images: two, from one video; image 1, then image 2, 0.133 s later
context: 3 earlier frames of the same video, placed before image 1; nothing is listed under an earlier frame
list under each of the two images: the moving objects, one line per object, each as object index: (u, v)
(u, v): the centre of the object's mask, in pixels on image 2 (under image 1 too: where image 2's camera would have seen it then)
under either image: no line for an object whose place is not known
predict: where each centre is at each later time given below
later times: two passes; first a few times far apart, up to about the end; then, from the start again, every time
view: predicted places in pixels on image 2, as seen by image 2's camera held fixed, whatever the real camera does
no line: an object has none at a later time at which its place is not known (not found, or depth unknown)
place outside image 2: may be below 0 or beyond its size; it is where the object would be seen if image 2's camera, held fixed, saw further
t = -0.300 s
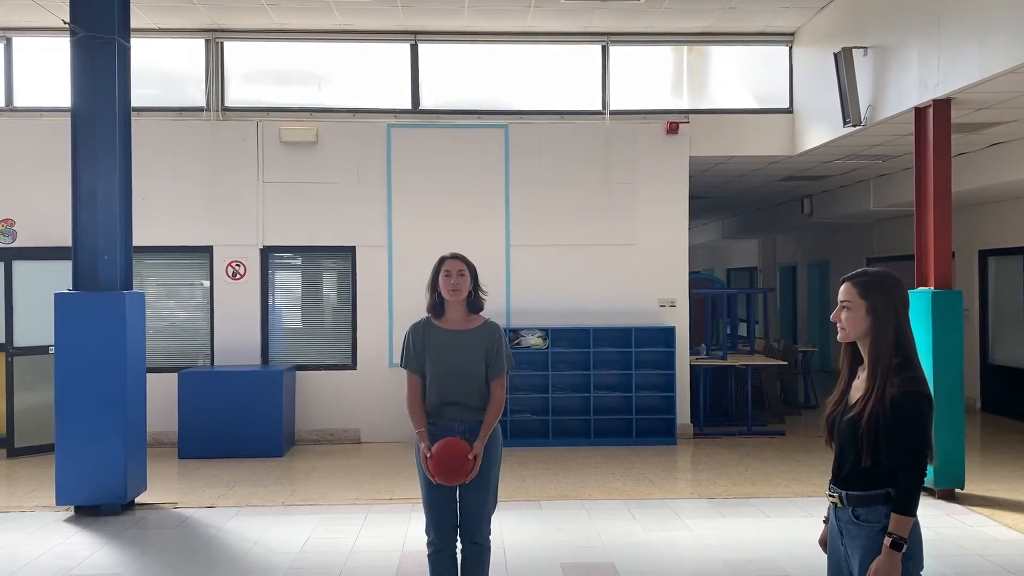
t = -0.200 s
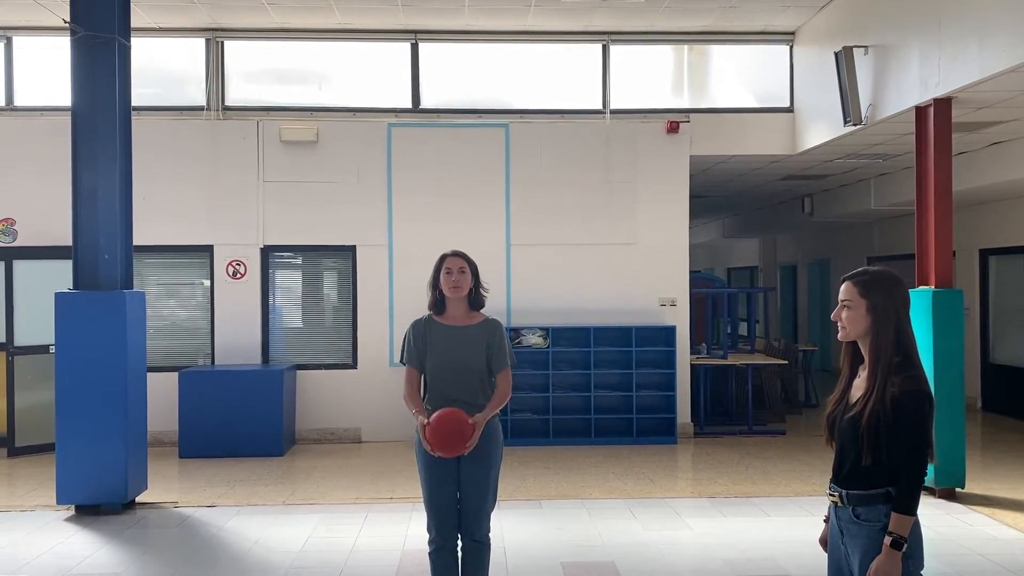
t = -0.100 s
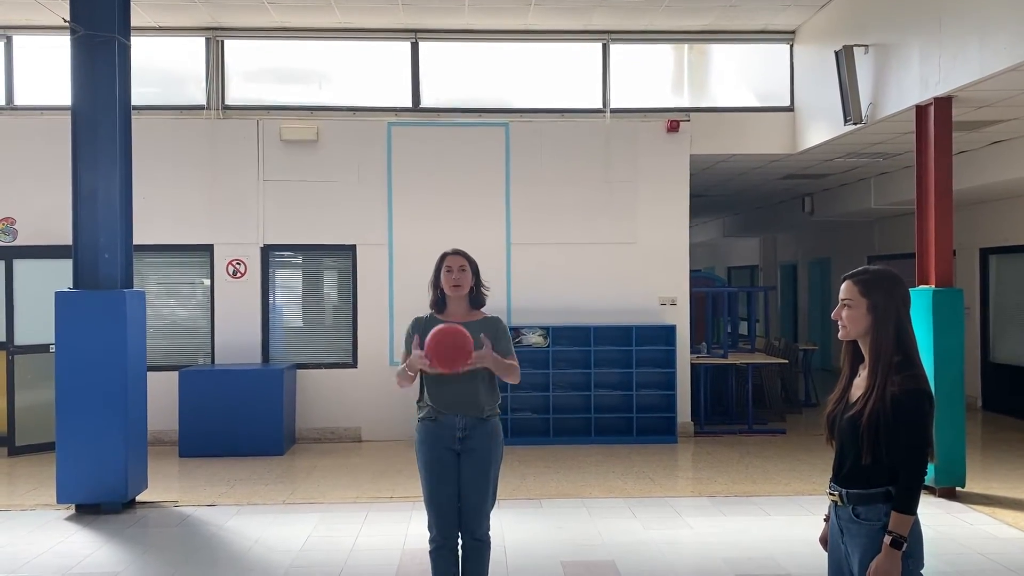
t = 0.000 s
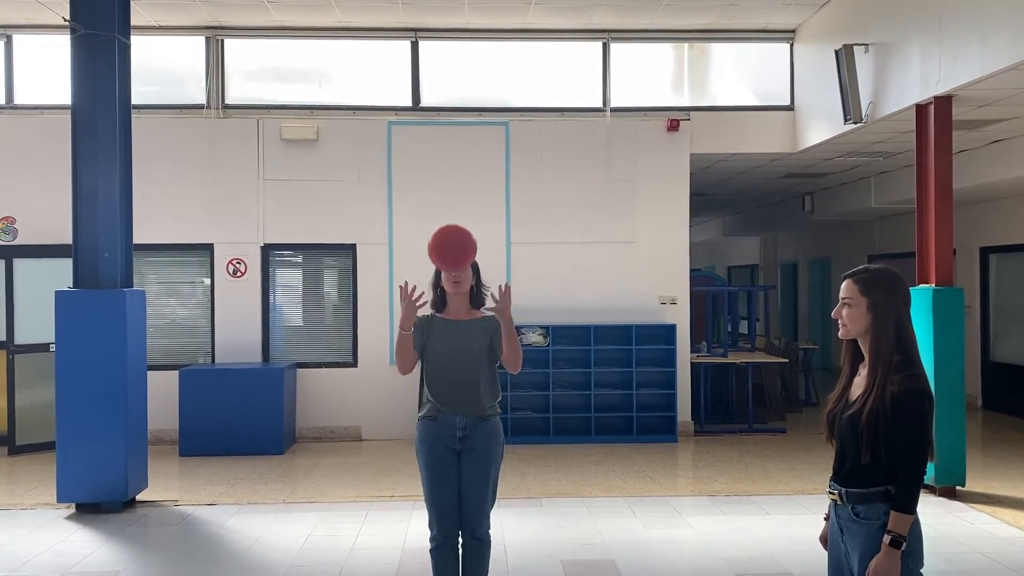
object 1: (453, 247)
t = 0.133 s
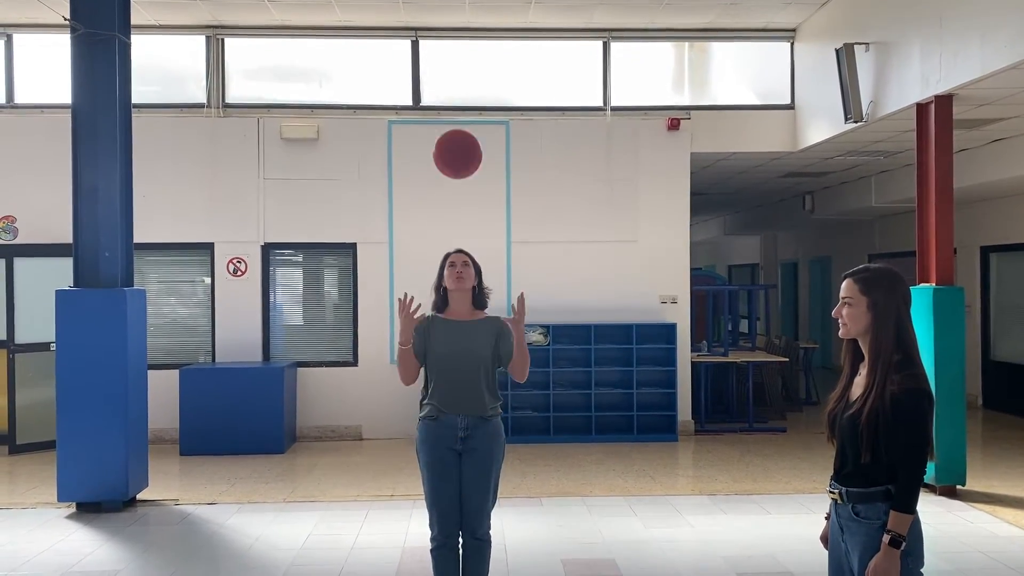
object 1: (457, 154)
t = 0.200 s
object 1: (460, 125)
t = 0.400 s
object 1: (468, 101)
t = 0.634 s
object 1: (478, 189)
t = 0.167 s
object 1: (459, 138)
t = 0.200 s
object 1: (460, 125)
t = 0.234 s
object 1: (461, 114)
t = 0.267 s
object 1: (462, 106)
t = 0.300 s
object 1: (464, 100)
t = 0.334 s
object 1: (465, 98)
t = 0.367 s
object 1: (466, 98)
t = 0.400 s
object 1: (468, 101)
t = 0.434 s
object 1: (469, 106)
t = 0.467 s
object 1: (470, 114)
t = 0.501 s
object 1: (472, 124)
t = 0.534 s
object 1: (473, 137)
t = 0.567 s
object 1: (475, 151)
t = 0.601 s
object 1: (476, 170)
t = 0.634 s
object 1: (478, 189)
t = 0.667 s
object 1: (479, 212)
